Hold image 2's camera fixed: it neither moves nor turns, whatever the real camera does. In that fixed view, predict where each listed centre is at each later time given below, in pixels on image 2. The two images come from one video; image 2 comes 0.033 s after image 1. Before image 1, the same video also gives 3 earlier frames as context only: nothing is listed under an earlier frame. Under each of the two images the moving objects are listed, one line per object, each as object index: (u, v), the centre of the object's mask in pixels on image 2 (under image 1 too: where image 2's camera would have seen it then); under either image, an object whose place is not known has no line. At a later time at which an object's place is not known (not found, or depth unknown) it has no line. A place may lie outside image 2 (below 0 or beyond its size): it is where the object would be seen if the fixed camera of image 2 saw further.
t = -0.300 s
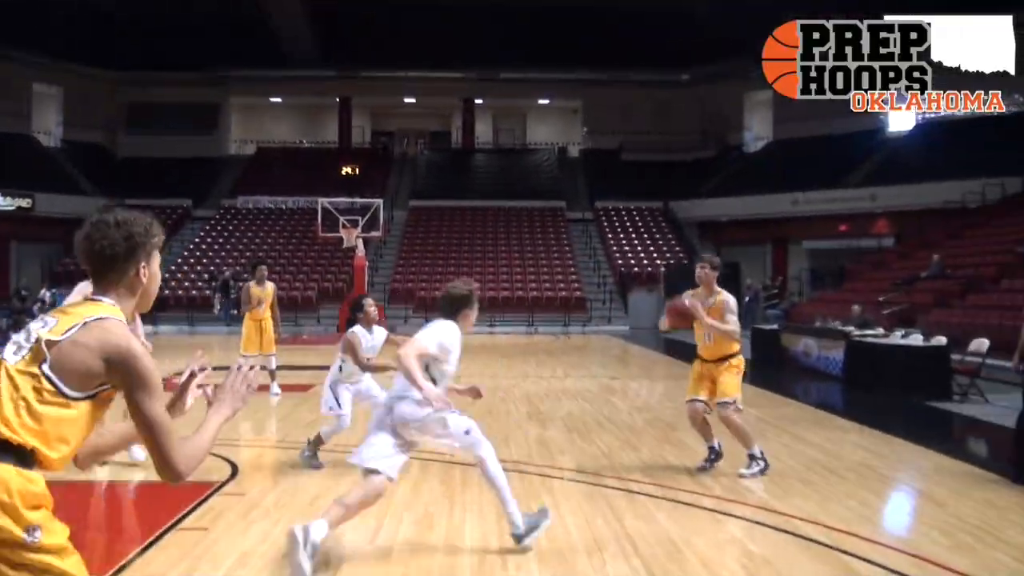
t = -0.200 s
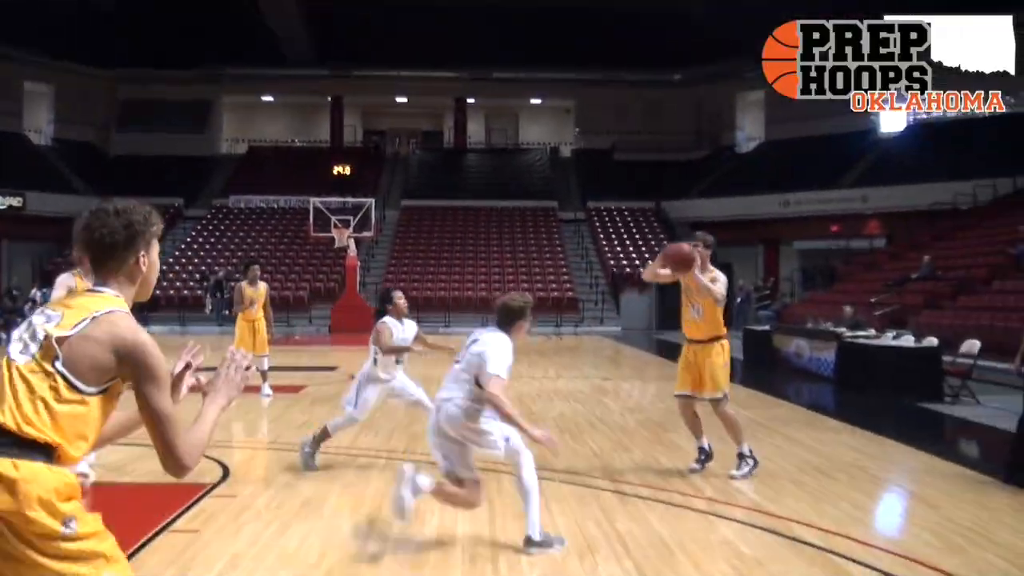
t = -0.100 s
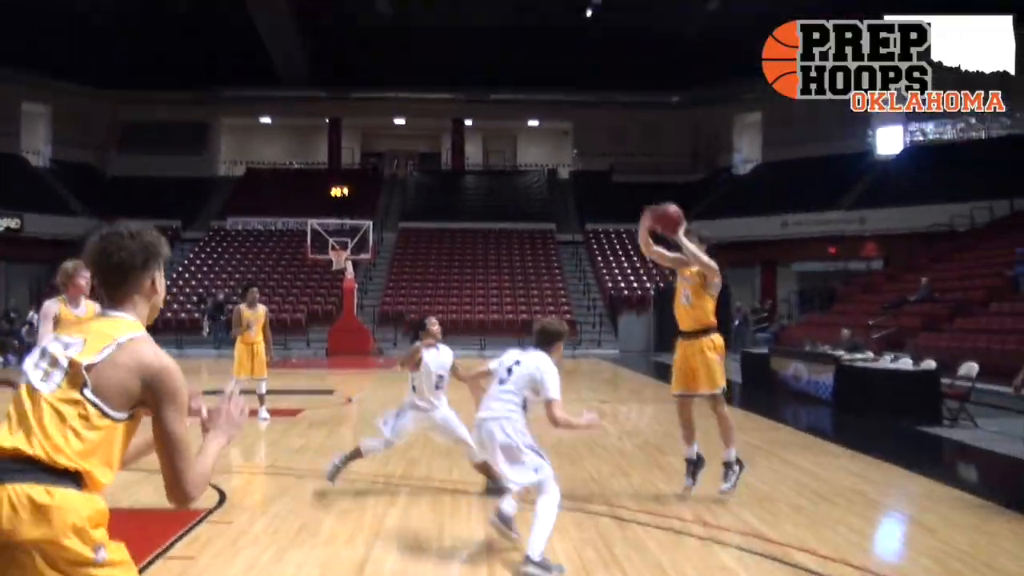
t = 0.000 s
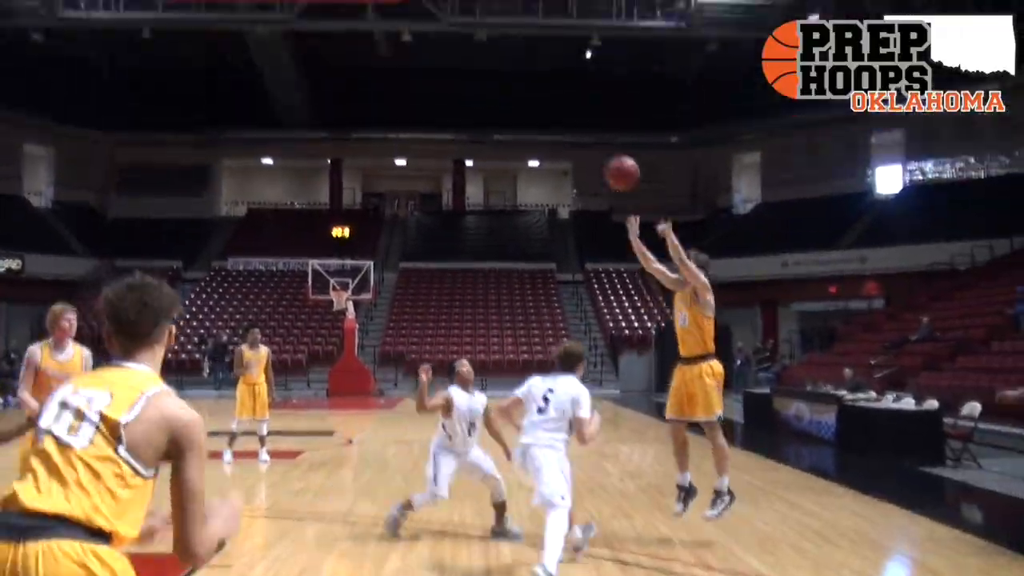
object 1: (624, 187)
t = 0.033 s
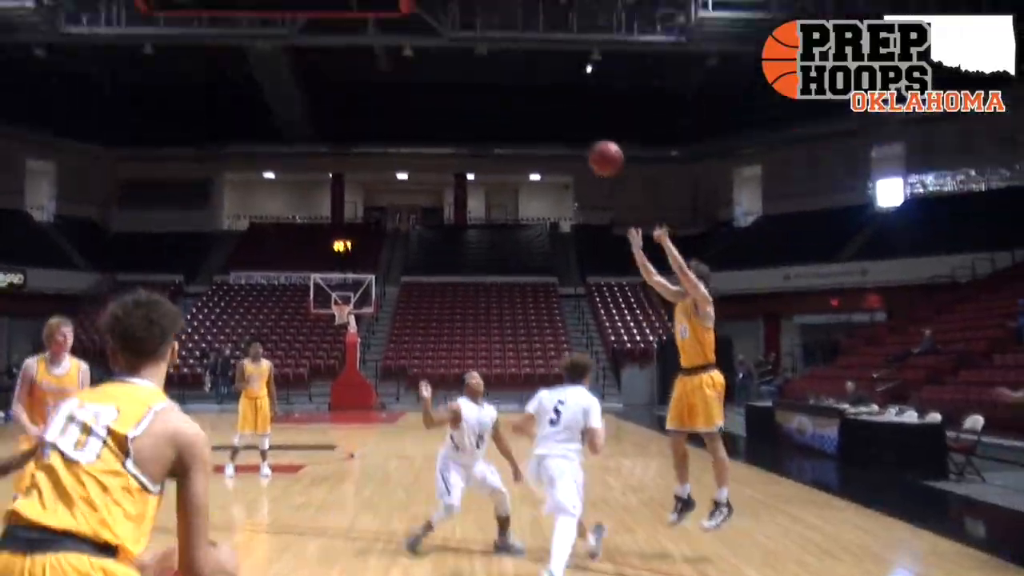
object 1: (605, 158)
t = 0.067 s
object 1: (586, 131)
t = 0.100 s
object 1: (566, 104)
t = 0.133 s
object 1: (546, 77)
